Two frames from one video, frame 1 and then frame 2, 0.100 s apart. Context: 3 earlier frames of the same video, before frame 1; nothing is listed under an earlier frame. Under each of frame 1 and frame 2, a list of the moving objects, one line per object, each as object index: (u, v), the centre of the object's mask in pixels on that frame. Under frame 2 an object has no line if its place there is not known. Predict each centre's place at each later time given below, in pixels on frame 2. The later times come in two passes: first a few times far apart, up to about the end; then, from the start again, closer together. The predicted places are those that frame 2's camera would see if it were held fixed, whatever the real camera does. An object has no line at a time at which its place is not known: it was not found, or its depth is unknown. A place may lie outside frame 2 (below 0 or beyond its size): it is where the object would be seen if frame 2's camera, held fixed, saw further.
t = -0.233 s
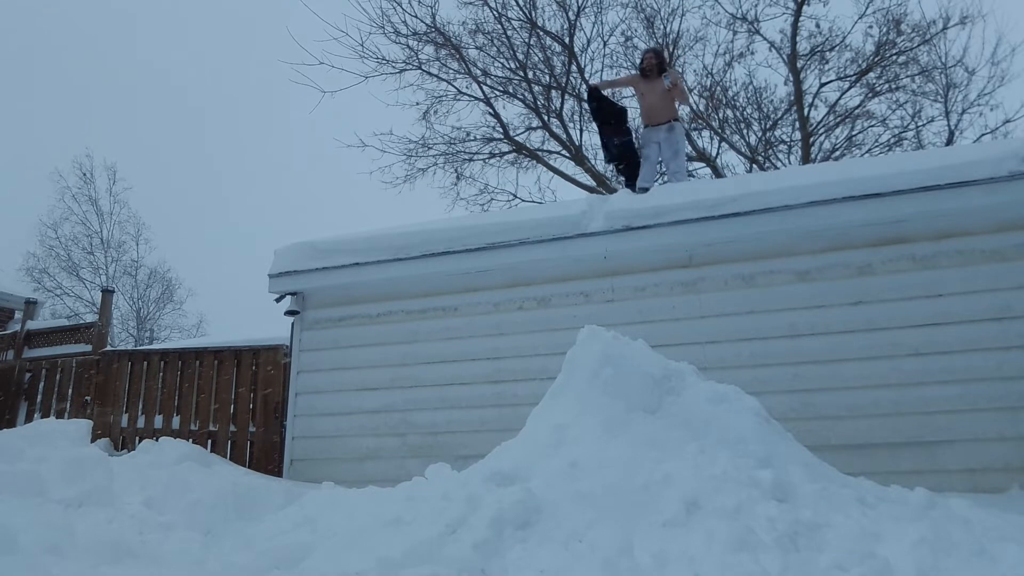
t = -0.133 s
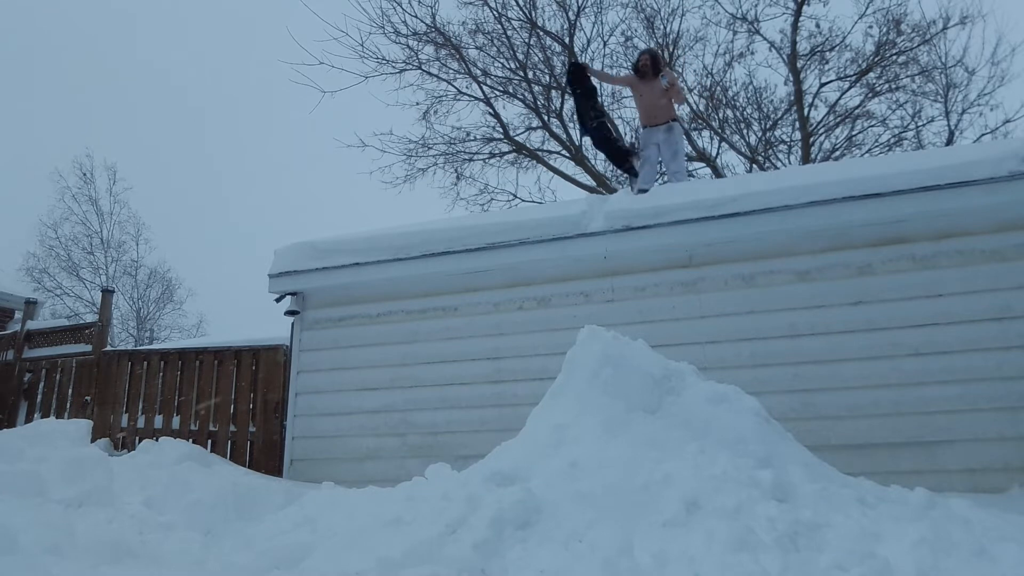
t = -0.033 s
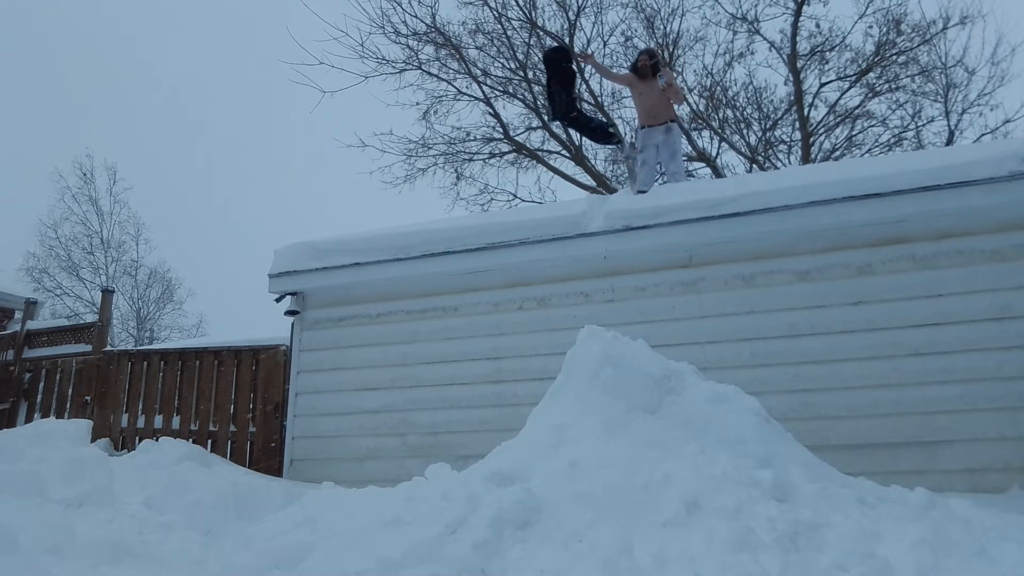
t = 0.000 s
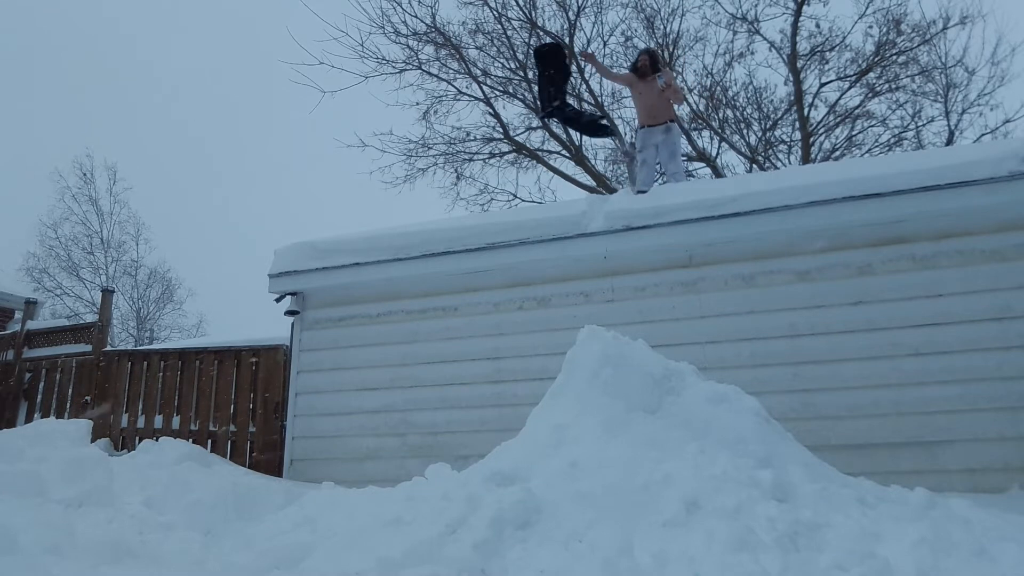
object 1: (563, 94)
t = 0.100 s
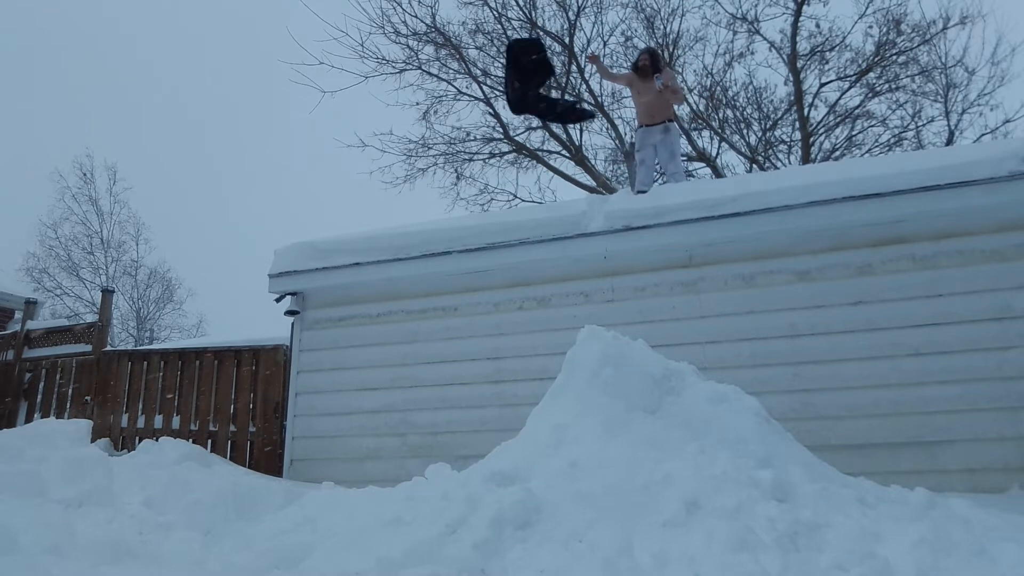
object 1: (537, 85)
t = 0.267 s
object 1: (490, 96)
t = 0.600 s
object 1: (390, 207)
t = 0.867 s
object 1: (317, 388)
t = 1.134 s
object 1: (231, 529)
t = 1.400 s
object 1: (230, 530)
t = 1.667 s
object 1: (230, 531)
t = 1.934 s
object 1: (230, 531)
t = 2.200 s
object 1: (230, 531)
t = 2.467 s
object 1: (230, 531)
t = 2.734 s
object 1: (230, 531)
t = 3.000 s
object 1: (229, 531)
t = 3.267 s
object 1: (230, 531)
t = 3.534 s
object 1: (230, 531)
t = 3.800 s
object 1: (230, 531)
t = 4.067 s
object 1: (230, 531)
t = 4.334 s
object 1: (230, 531)
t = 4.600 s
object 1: (229, 531)
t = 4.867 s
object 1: (229, 531)
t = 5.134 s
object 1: (229, 531)
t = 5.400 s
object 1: (229, 531)
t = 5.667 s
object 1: (229, 531)
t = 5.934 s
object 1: (230, 531)
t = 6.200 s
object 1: (229, 531)
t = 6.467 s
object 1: (230, 531)
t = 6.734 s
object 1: (229, 531)
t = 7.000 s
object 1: (229, 530)
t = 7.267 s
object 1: (229, 530)
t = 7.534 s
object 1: (229, 531)
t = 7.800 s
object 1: (229, 530)
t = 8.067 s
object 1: (229, 530)
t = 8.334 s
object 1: (229, 530)
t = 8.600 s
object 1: (229, 531)
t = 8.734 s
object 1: (229, 531)
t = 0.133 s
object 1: (528, 85)
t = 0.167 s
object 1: (519, 86)
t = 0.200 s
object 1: (510, 88)
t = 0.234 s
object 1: (500, 92)
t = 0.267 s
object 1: (490, 96)
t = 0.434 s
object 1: (438, 136)
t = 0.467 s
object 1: (428, 147)
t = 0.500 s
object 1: (418, 160)
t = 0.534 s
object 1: (409, 174)
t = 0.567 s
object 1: (399, 190)
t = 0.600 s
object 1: (390, 207)
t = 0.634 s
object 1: (381, 225)
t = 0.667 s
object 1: (372, 244)
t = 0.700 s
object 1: (363, 266)
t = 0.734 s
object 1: (355, 288)
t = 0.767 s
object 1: (347, 311)
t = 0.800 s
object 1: (338, 335)
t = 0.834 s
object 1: (327, 361)
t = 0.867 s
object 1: (317, 388)
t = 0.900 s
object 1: (306, 418)
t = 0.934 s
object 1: (295, 449)
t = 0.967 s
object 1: (285, 477)
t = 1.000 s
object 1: (273, 498)
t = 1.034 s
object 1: (251, 521)
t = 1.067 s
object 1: (231, 530)
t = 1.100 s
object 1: (231, 529)
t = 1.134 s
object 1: (231, 529)
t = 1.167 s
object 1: (231, 529)
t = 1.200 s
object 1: (230, 529)
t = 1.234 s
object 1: (230, 529)
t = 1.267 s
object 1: (230, 530)
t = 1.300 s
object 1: (230, 530)
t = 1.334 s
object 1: (230, 530)
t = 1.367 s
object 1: (230, 530)
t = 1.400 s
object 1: (230, 530)
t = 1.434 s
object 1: (230, 530)
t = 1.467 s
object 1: (230, 530)
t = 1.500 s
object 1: (230, 530)
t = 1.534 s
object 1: (230, 530)
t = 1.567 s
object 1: (230, 530)
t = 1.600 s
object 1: (230, 530)
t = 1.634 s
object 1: (230, 531)
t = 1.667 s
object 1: (230, 531)
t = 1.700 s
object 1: (230, 530)
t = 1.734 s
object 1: (230, 531)
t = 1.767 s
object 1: (229, 531)
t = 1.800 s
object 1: (229, 531)
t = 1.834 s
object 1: (230, 531)
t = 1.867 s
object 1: (229, 531)
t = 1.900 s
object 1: (229, 531)
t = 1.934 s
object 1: (230, 531)
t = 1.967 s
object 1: (229, 531)
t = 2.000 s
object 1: (230, 531)
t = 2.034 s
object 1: (230, 531)
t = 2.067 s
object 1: (230, 531)
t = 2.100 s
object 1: (230, 531)
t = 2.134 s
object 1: (230, 531)
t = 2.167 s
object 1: (230, 531)
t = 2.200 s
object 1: (230, 531)
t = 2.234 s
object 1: (230, 531)
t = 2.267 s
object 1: (230, 531)
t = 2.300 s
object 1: (230, 531)
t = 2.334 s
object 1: (230, 531)
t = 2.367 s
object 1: (230, 531)
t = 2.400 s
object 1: (230, 531)
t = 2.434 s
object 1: (230, 531)
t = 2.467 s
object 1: (230, 531)
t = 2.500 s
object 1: (230, 531)
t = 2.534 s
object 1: (230, 531)
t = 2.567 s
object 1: (230, 531)
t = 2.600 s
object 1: (230, 531)
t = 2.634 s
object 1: (230, 531)
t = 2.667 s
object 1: (229, 531)
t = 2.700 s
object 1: (230, 531)
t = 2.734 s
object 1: (230, 531)
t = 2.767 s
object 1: (230, 531)
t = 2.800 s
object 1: (229, 531)
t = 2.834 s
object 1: (230, 531)
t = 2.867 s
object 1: (229, 531)
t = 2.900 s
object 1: (230, 531)
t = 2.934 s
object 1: (230, 531)
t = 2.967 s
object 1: (230, 531)
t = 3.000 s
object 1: (229, 531)
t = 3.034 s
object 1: (230, 531)
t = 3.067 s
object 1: (230, 531)
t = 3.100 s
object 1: (230, 531)
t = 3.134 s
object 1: (230, 531)
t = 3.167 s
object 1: (229, 531)
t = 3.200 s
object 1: (230, 531)
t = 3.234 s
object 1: (230, 531)
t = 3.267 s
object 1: (230, 531)
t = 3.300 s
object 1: (230, 531)
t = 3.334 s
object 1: (230, 531)
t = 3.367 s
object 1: (230, 531)
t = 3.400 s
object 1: (230, 531)
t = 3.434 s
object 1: (230, 531)
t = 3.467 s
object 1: (230, 531)
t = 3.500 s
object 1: (229, 531)
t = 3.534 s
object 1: (230, 531)
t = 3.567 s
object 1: (230, 531)
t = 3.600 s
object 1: (230, 531)
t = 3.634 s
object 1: (230, 531)
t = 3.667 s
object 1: (230, 531)
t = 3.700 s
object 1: (229, 531)
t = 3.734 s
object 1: (230, 531)
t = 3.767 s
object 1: (229, 531)
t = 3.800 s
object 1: (230, 531)
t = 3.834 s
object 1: (230, 531)
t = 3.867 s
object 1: (230, 531)
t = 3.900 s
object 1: (230, 531)
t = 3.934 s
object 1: (230, 531)
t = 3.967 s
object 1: (230, 531)
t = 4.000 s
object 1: (230, 531)
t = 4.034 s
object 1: (230, 531)
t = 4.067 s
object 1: (230, 531)
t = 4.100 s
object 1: (230, 531)
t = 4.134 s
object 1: (230, 531)
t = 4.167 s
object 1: (230, 530)
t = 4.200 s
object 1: (230, 531)
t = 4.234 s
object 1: (230, 531)
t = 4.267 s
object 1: (230, 531)
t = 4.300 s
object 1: (230, 531)
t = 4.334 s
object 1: (230, 531)
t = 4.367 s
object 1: (230, 531)
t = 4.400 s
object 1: (230, 531)
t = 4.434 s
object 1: (230, 531)
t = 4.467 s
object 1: (230, 531)
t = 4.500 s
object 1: (230, 531)
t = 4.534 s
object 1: (230, 531)
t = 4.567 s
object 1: (230, 531)
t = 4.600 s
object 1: (229, 531)
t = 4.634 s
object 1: (230, 530)
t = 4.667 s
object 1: (229, 531)
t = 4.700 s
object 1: (230, 531)
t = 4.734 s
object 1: (230, 531)
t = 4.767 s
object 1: (229, 531)
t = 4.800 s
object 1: (230, 531)
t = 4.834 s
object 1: (230, 531)
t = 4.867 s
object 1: (229, 531)
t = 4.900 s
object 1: (230, 531)
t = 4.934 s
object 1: (229, 531)
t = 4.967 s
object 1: (229, 531)
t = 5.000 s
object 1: (229, 531)
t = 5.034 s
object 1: (229, 531)
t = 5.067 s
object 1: (229, 531)
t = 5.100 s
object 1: (229, 531)
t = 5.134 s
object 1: (229, 531)
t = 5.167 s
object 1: (229, 531)
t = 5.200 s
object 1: (229, 531)
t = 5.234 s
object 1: (229, 531)
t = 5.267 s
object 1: (229, 531)
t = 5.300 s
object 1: (229, 531)
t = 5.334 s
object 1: (229, 531)
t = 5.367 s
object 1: (229, 531)
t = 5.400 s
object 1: (229, 531)
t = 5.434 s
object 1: (229, 531)
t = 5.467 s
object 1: (229, 531)
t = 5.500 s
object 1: (229, 531)
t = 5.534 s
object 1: (229, 531)
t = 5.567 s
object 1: (229, 531)
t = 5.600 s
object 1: (229, 531)
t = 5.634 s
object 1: (229, 531)
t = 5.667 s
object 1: (229, 531)
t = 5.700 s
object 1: (229, 531)
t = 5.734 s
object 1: (230, 531)
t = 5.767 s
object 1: (229, 531)
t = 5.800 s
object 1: (229, 531)
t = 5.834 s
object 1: (229, 531)
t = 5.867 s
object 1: (230, 531)
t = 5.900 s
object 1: (230, 531)
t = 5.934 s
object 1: (230, 531)
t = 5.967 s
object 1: (230, 531)
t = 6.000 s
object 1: (229, 531)
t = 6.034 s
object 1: (230, 531)
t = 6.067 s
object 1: (229, 531)
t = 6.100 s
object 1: (229, 531)
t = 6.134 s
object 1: (229, 531)
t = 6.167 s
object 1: (230, 531)
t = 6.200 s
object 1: (229, 531)
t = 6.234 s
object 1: (230, 531)
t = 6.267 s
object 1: (230, 531)
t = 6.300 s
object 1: (229, 531)
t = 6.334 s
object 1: (229, 531)
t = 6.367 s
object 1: (230, 531)
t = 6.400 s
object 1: (229, 531)
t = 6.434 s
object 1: (230, 531)
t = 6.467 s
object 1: (230, 531)
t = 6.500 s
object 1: (230, 530)
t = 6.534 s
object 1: (230, 531)
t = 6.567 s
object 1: (229, 531)
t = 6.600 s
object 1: (229, 530)
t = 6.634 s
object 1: (229, 531)
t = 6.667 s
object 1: (229, 531)
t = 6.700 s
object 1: (230, 531)
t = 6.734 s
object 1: (229, 531)
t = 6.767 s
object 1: (229, 531)
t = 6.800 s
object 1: (229, 531)
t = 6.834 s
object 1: (229, 531)
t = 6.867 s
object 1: (229, 531)
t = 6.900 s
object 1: (230, 531)
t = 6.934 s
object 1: (229, 531)
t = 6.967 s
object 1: (230, 531)
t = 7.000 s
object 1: (229, 530)
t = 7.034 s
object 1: (229, 530)
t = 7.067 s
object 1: (230, 530)
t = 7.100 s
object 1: (229, 530)
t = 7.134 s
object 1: (229, 530)
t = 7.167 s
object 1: (229, 530)
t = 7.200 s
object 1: (230, 530)
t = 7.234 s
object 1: (229, 530)
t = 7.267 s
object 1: (229, 530)
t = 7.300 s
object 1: (230, 531)
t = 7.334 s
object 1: (230, 531)
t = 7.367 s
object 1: (230, 531)
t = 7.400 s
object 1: (229, 530)
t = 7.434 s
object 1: (229, 530)
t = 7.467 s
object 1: (229, 530)
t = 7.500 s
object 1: (229, 531)
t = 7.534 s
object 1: (229, 531)
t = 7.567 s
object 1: (230, 530)
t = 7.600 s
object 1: (229, 530)
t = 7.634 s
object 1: (229, 530)
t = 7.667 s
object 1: (230, 531)
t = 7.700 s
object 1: (229, 531)
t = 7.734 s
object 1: (229, 531)
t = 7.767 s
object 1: (230, 531)
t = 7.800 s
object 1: (229, 530)
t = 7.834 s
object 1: (229, 531)
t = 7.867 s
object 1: (229, 530)
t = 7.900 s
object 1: (229, 530)
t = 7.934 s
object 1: (229, 531)
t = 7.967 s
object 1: (229, 530)
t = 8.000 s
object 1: (229, 530)
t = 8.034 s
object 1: (229, 530)
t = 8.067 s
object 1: (229, 530)
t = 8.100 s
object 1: (229, 530)
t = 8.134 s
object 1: (229, 530)
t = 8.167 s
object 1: (229, 530)
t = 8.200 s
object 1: (229, 531)
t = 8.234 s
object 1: (229, 530)
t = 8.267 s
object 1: (229, 531)
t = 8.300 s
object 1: (229, 530)
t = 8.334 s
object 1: (229, 530)
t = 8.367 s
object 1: (229, 531)
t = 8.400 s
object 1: (230, 531)
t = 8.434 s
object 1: (229, 530)
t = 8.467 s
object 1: (229, 530)
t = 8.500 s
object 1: (229, 531)
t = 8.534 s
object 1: (229, 531)
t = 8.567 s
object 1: (230, 530)
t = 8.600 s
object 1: (229, 531)
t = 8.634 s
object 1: (229, 531)
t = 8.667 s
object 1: (229, 531)
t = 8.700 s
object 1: (229, 531)
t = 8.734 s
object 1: (229, 531)
